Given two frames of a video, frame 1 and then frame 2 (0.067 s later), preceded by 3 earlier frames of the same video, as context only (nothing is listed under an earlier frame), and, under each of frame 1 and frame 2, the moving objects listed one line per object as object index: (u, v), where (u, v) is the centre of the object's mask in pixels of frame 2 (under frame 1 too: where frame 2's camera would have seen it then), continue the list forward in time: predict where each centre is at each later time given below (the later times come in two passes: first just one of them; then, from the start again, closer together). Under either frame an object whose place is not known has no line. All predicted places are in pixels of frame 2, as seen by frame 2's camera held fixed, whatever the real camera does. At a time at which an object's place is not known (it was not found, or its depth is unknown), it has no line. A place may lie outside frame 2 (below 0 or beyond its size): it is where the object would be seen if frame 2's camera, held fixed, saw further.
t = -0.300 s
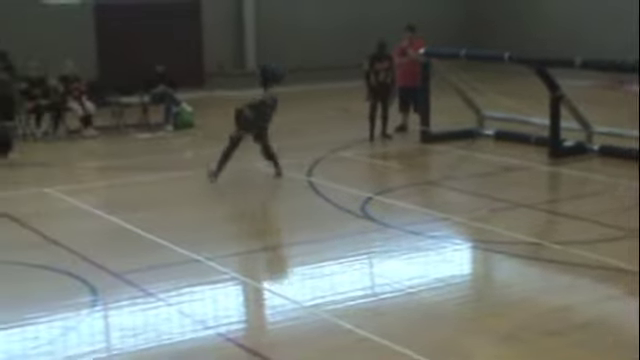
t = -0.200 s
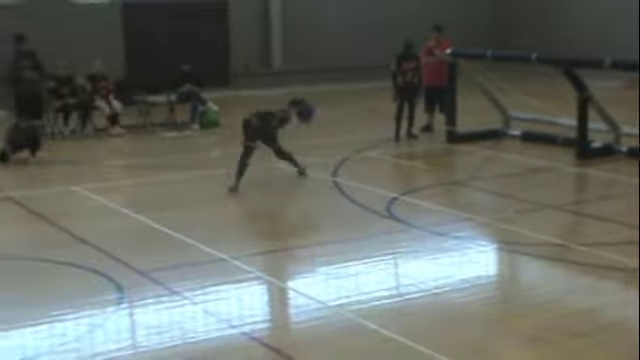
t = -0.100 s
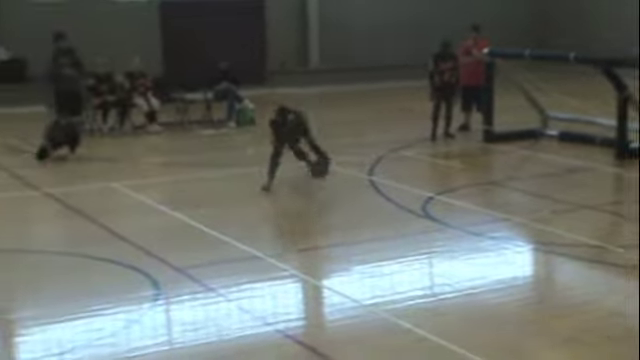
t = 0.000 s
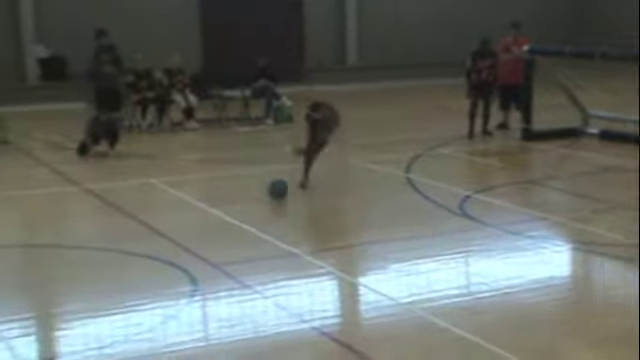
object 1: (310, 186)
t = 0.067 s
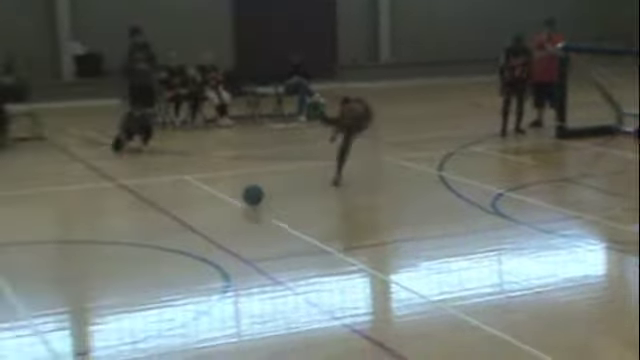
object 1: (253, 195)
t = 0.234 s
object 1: (103, 218)
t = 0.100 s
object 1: (223, 201)
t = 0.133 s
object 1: (192, 209)
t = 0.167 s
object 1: (162, 212)
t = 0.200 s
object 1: (133, 214)
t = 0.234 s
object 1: (103, 218)
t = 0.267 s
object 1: (71, 224)
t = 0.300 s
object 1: (38, 232)
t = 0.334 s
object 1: (6, 236)
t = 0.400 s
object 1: (-61, 244)
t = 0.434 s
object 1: (-95, 250)
